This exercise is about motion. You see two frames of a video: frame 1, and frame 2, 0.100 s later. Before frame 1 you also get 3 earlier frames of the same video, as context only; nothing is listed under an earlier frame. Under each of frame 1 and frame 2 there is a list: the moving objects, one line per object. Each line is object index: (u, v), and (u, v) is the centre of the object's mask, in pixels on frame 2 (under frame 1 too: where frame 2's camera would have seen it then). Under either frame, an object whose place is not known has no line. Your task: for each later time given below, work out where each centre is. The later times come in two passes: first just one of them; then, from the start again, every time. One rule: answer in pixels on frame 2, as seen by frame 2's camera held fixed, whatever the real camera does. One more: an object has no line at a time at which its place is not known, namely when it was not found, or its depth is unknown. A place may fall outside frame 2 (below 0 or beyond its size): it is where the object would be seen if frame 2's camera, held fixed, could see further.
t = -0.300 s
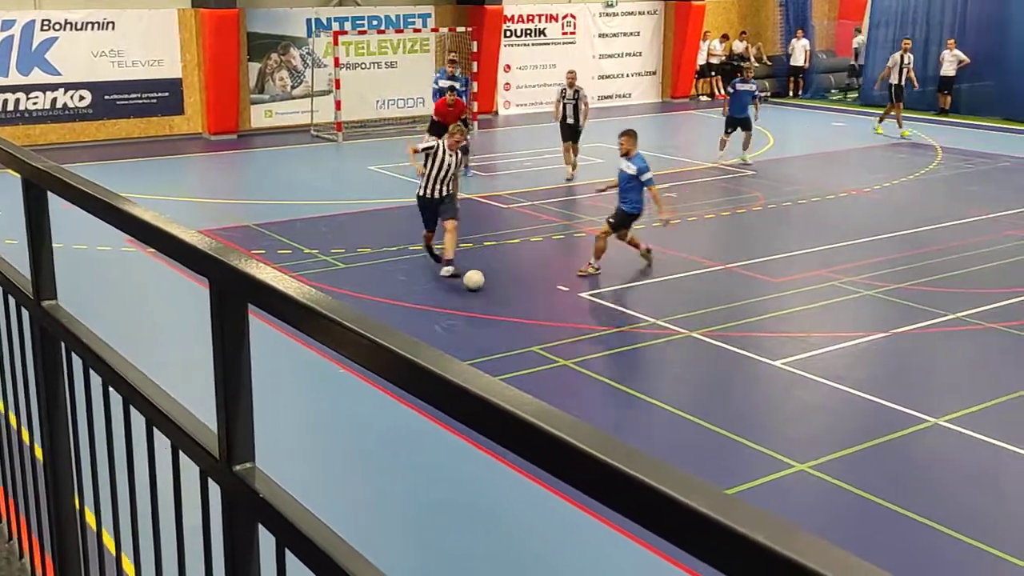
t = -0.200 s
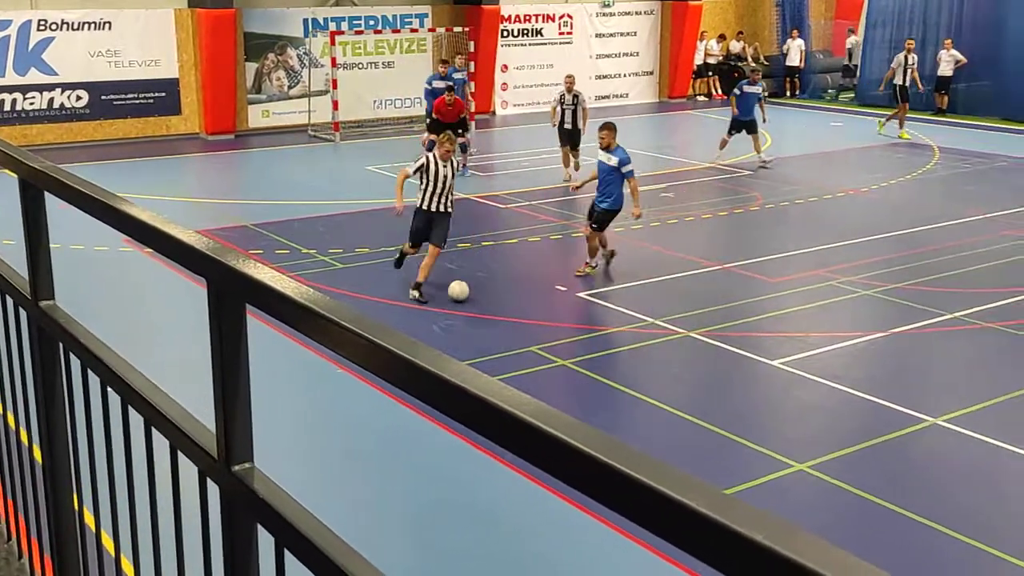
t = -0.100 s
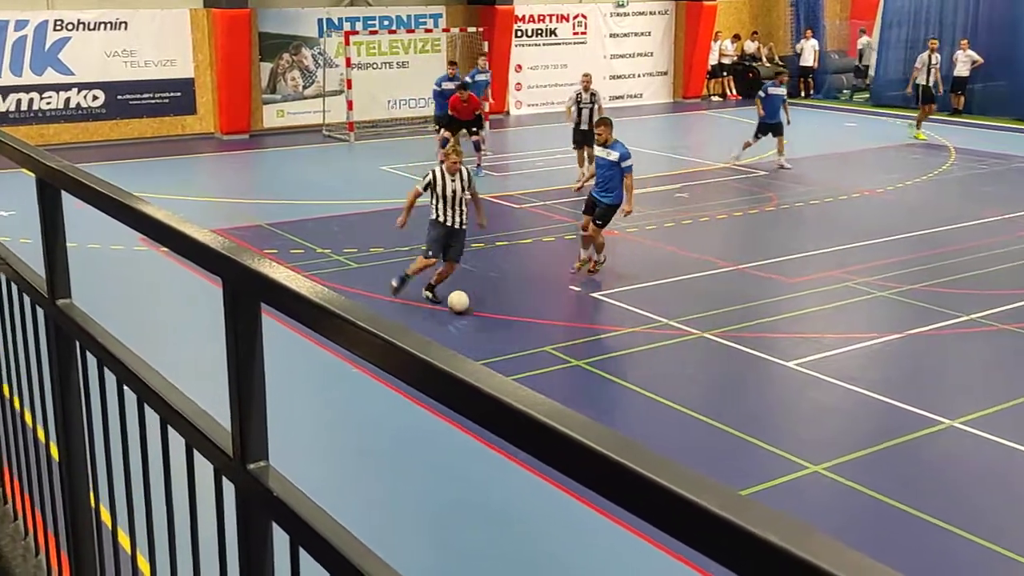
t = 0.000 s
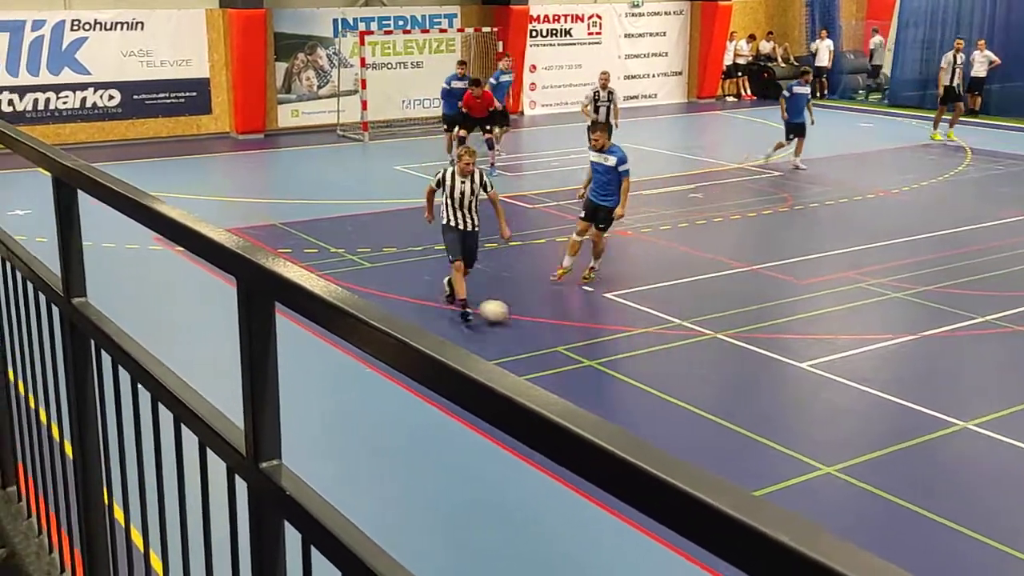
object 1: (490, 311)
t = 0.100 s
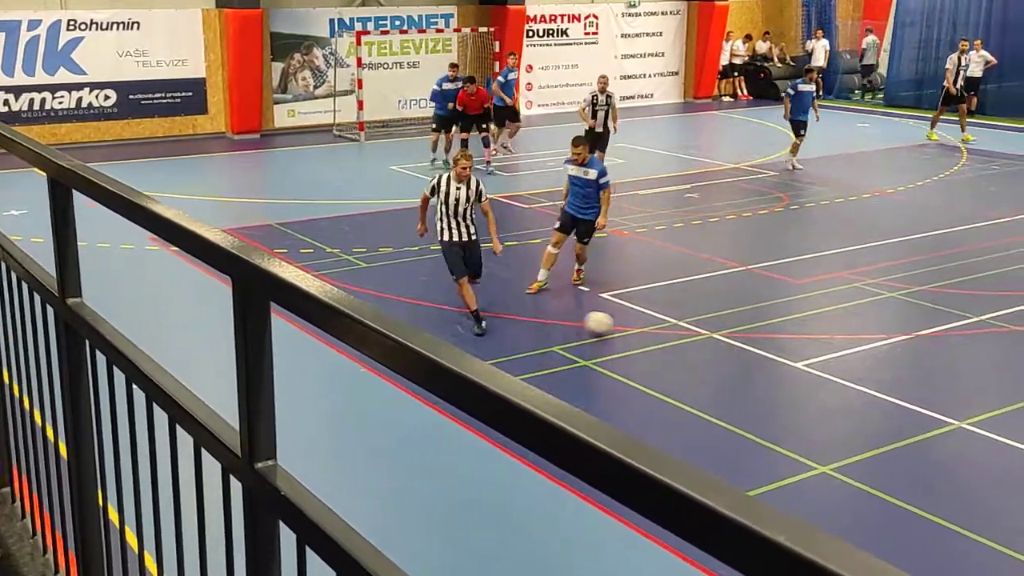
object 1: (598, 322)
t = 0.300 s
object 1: (803, 346)
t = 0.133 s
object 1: (634, 327)
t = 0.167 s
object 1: (667, 331)
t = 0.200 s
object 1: (703, 335)
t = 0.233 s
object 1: (737, 339)
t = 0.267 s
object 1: (770, 342)
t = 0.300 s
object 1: (803, 346)
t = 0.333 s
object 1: (835, 350)
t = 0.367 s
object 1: (868, 354)
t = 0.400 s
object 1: (900, 357)
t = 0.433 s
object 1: (932, 361)
